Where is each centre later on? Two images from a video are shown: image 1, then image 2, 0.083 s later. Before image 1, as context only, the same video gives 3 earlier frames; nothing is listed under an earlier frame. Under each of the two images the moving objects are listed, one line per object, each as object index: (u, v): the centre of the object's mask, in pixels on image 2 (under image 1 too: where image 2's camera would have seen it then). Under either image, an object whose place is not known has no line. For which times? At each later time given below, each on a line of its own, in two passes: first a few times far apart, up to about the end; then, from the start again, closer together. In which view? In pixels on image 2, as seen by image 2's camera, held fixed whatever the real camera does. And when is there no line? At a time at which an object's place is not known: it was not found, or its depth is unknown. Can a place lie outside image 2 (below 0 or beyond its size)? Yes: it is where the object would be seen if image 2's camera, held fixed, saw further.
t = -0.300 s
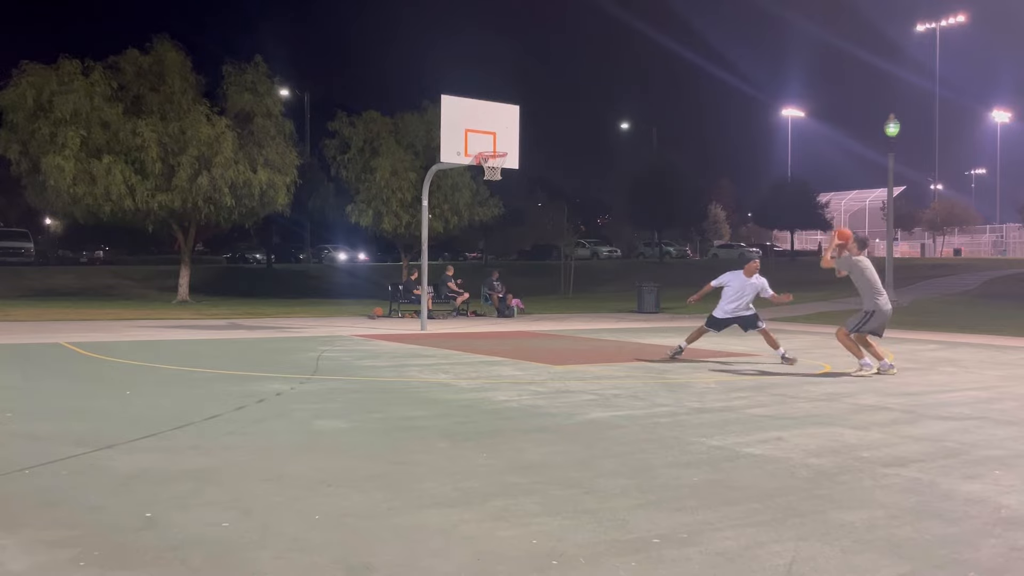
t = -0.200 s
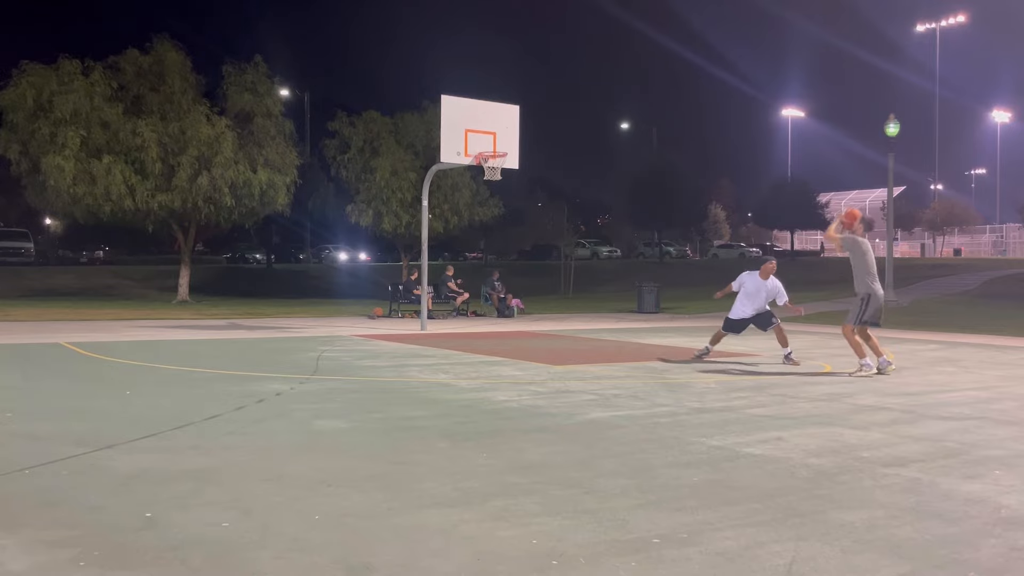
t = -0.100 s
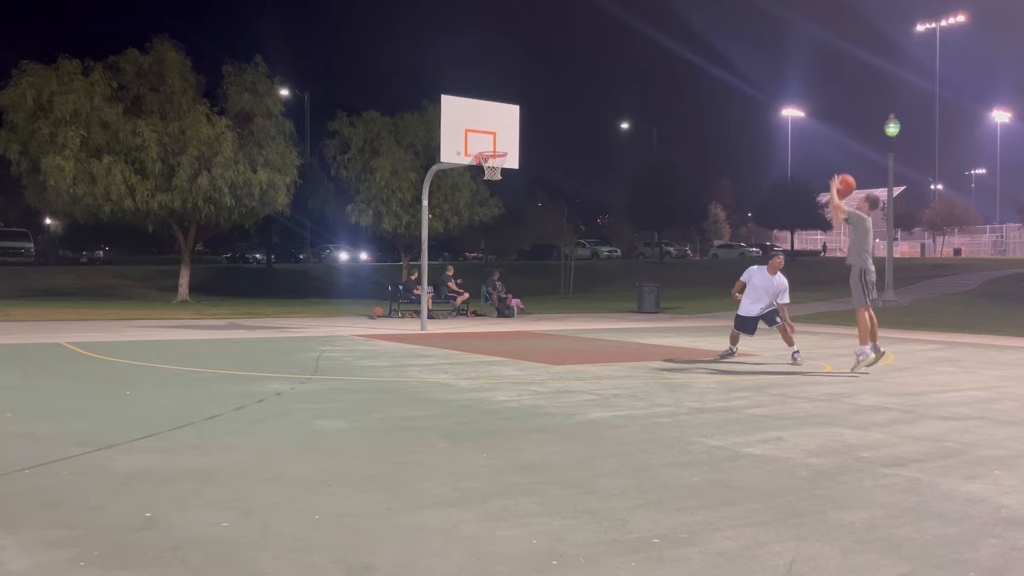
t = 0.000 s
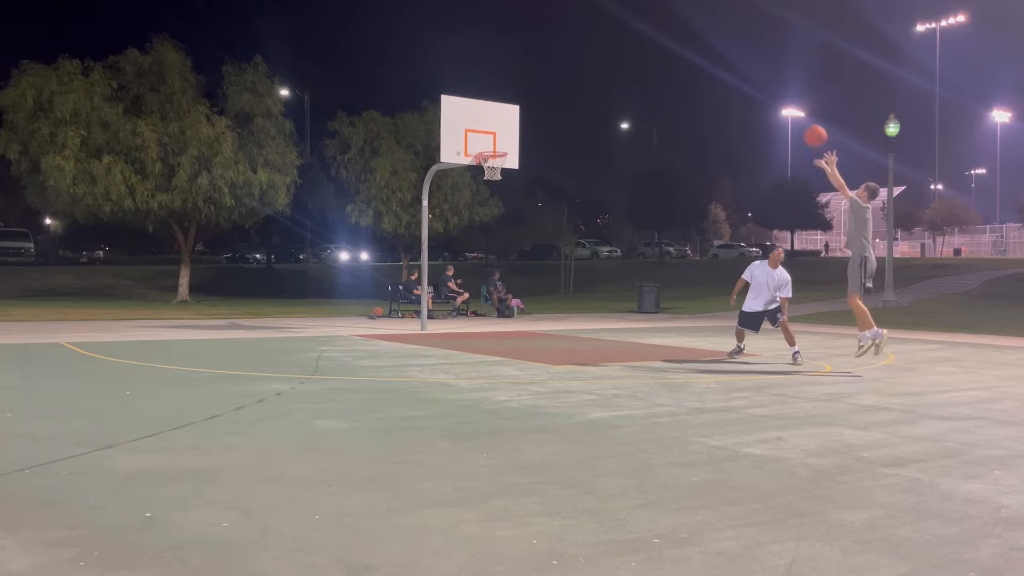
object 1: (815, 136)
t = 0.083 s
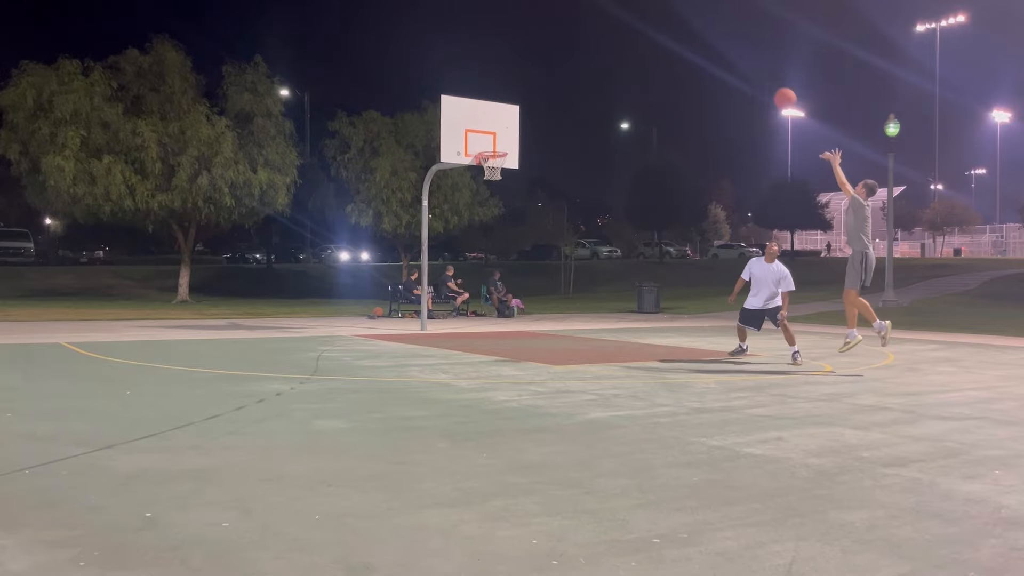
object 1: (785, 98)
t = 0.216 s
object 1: (739, 56)
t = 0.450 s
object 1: (669, 19)
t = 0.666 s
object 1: (613, 24)
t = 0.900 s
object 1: (559, 64)
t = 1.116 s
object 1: (517, 126)
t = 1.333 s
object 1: (480, 209)
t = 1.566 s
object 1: (446, 316)
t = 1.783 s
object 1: (440, 267)
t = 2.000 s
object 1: (437, 221)
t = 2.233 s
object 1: (434, 201)
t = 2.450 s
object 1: (438, 203)
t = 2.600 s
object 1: (446, 216)
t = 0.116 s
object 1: (773, 87)
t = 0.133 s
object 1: (767, 81)
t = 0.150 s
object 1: (762, 75)
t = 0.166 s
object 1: (756, 70)
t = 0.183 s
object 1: (750, 65)
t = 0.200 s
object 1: (745, 60)
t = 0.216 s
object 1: (739, 56)
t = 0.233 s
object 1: (734, 51)
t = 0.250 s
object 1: (729, 47)
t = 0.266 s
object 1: (723, 44)
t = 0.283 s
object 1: (718, 40)
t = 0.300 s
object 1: (713, 37)
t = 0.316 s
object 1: (708, 34)
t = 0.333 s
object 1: (703, 31)
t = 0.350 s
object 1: (698, 29)
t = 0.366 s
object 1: (693, 27)
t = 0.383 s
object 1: (688, 25)
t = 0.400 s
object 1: (683, 23)
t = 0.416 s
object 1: (678, 22)
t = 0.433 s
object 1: (674, 20)
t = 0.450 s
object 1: (669, 19)
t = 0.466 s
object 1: (664, 19)
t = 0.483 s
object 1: (660, 18)
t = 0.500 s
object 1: (655, 18)
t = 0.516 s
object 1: (651, 17)
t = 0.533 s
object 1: (646, 17)
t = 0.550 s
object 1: (642, 18)
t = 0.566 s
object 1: (638, 18)
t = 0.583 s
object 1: (633, 19)
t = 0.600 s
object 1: (629, 19)
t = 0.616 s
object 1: (625, 20)
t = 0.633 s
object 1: (621, 22)
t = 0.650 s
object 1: (617, 23)
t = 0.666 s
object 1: (613, 24)
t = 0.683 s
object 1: (609, 26)
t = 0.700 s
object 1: (605, 28)
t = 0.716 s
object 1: (601, 30)
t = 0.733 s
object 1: (597, 32)
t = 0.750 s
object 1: (593, 35)
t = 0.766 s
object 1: (589, 37)
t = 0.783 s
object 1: (585, 40)
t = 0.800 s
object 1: (581, 43)
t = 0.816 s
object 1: (578, 46)
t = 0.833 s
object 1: (574, 49)
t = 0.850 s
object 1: (570, 53)
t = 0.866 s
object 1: (566, 56)
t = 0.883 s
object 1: (563, 60)
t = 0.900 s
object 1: (559, 64)
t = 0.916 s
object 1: (556, 68)
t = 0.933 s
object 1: (552, 72)
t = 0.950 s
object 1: (549, 76)
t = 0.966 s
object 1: (545, 81)
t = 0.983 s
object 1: (542, 85)
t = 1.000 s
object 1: (539, 90)
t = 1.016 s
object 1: (536, 94)
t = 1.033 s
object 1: (532, 100)
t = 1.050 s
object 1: (529, 105)
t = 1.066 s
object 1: (526, 110)
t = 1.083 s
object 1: (524, 115)
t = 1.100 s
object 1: (521, 120)
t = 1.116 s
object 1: (517, 126)
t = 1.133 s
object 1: (514, 132)
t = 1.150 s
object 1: (511, 138)
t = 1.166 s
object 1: (508, 144)
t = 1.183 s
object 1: (505, 149)
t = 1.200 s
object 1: (502, 156)
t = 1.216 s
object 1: (499, 162)
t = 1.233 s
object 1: (497, 168)
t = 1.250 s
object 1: (494, 175)
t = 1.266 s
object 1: (491, 182)
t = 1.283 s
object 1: (488, 188)
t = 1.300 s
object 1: (486, 194)
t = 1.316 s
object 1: (483, 201)
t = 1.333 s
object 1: (480, 209)
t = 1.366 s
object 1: (475, 223)
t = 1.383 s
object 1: (472, 230)
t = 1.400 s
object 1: (470, 237)
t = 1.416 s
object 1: (467, 245)
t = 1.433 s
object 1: (465, 252)
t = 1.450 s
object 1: (462, 260)
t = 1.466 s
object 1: (460, 267)
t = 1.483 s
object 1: (458, 275)
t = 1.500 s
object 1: (455, 283)
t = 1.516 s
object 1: (453, 291)
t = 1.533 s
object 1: (451, 299)
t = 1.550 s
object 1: (448, 308)
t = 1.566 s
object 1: (446, 316)
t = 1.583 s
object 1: (444, 324)
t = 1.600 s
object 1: (442, 328)
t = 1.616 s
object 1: (442, 322)
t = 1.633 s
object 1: (442, 316)
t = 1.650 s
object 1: (442, 310)
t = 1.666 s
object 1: (442, 304)
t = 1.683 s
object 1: (441, 298)
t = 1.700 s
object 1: (441, 292)
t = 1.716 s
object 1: (441, 287)
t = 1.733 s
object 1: (440, 282)
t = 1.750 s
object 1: (440, 277)
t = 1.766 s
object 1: (440, 272)
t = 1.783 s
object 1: (440, 267)
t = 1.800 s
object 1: (440, 263)
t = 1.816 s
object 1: (440, 259)
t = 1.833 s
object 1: (439, 254)
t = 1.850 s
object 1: (439, 250)
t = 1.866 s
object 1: (439, 246)
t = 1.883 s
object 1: (438, 242)
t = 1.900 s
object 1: (438, 239)
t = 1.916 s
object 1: (438, 235)
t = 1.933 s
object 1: (438, 232)
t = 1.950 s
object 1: (437, 229)
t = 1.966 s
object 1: (437, 226)
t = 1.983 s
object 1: (437, 223)
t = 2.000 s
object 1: (437, 221)
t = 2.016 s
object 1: (436, 218)
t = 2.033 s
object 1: (436, 216)
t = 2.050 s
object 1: (436, 214)
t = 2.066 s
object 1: (435, 212)
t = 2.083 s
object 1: (435, 210)
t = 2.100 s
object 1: (435, 208)
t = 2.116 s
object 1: (435, 207)
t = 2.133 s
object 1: (435, 206)
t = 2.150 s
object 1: (434, 204)
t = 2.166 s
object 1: (434, 203)
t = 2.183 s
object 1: (434, 203)
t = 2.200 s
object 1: (434, 202)
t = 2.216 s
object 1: (434, 201)
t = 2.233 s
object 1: (434, 201)
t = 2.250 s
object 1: (434, 201)
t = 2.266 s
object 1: (434, 201)
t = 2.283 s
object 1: (433, 200)
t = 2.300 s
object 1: (433, 201)
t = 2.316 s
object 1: (433, 201)
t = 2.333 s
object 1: (433, 201)
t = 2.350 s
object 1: (433, 201)
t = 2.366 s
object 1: (434, 201)
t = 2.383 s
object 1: (435, 201)
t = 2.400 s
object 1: (436, 201)
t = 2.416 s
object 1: (437, 201)
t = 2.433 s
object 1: (438, 202)
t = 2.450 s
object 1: (438, 203)
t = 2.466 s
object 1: (439, 204)
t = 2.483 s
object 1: (440, 205)
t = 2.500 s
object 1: (441, 206)
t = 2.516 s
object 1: (442, 207)
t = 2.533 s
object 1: (443, 208)
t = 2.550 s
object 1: (444, 210)
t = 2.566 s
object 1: (444, 212)
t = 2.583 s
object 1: (445, 214)
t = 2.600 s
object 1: (446, 216)
